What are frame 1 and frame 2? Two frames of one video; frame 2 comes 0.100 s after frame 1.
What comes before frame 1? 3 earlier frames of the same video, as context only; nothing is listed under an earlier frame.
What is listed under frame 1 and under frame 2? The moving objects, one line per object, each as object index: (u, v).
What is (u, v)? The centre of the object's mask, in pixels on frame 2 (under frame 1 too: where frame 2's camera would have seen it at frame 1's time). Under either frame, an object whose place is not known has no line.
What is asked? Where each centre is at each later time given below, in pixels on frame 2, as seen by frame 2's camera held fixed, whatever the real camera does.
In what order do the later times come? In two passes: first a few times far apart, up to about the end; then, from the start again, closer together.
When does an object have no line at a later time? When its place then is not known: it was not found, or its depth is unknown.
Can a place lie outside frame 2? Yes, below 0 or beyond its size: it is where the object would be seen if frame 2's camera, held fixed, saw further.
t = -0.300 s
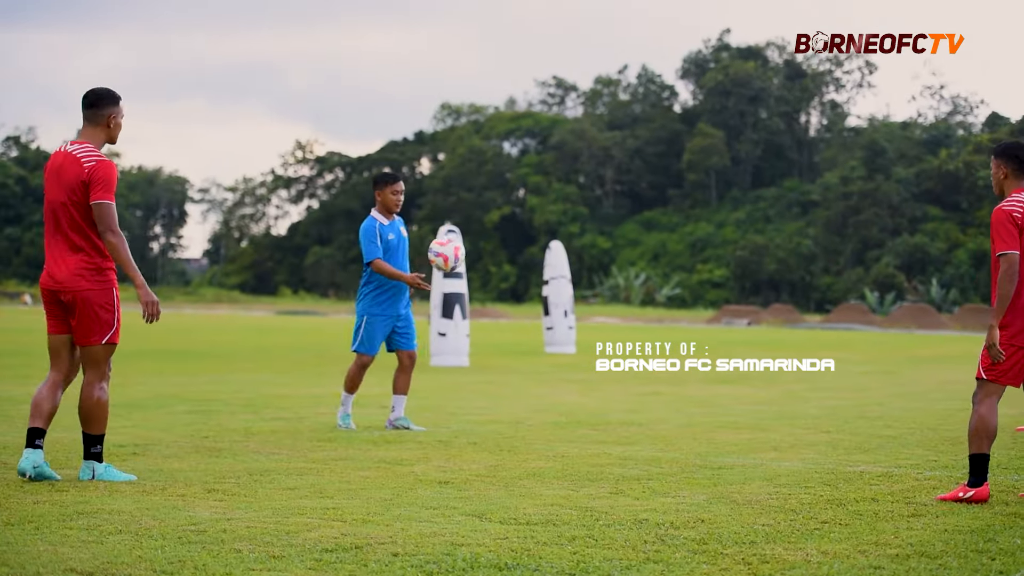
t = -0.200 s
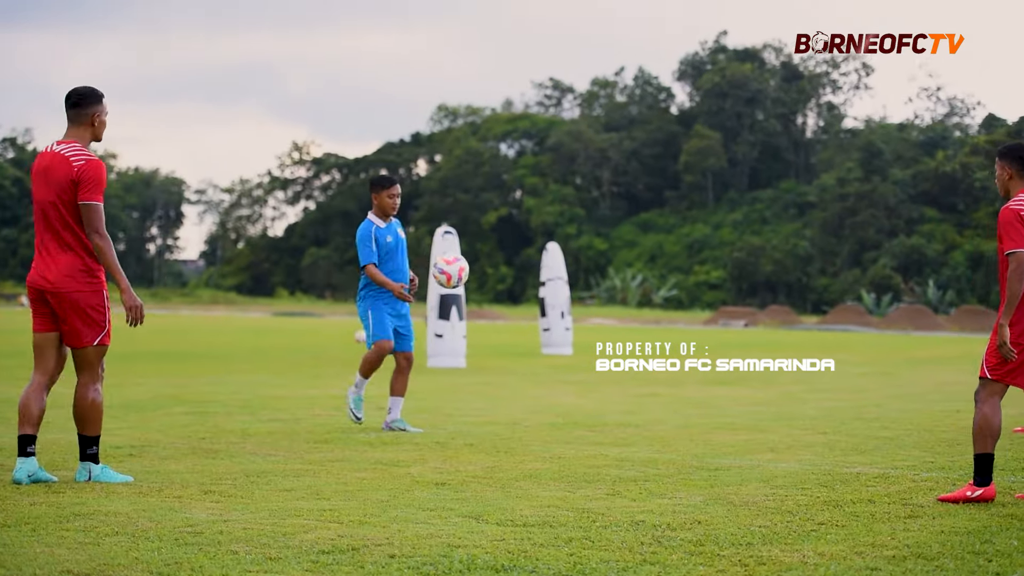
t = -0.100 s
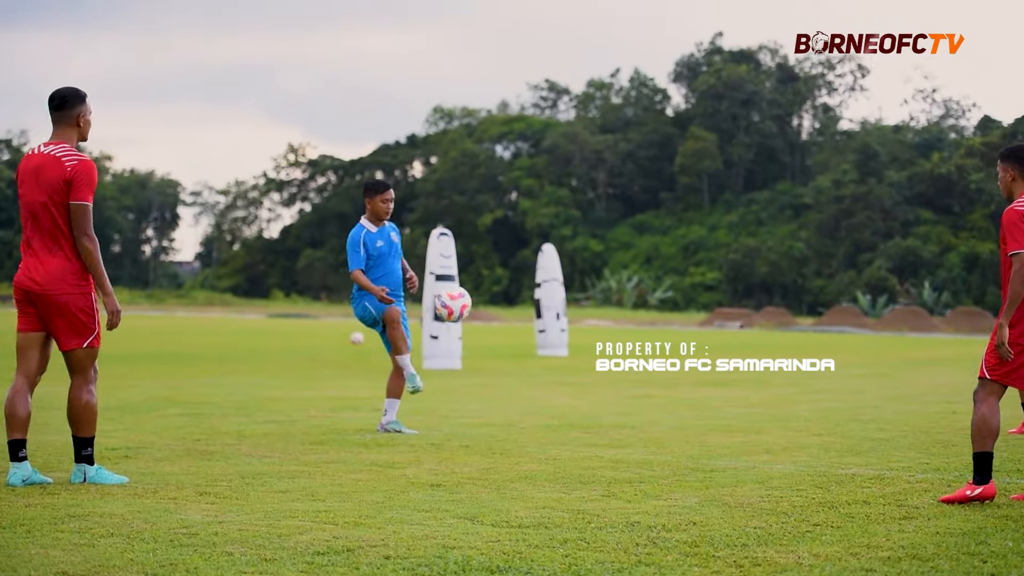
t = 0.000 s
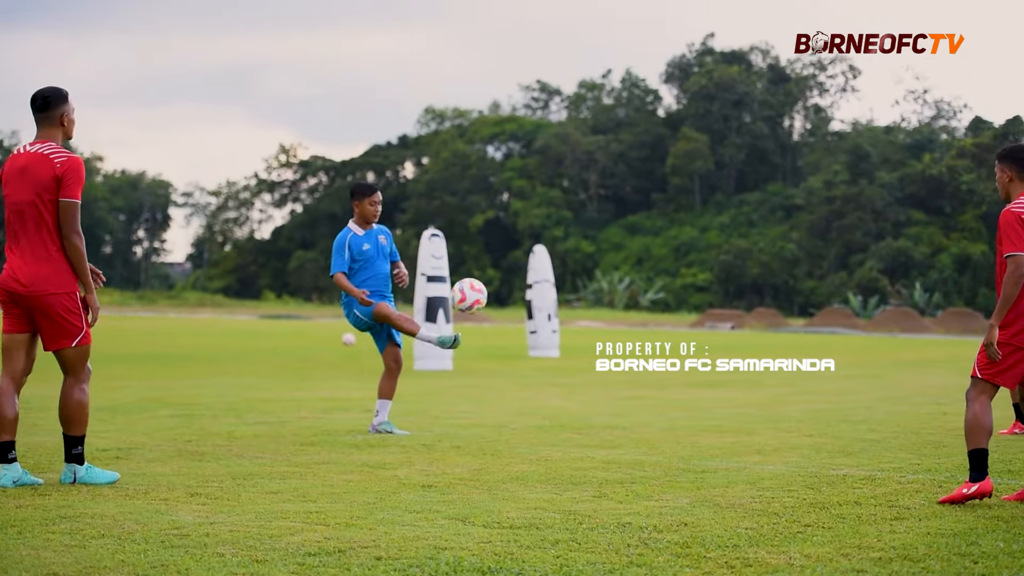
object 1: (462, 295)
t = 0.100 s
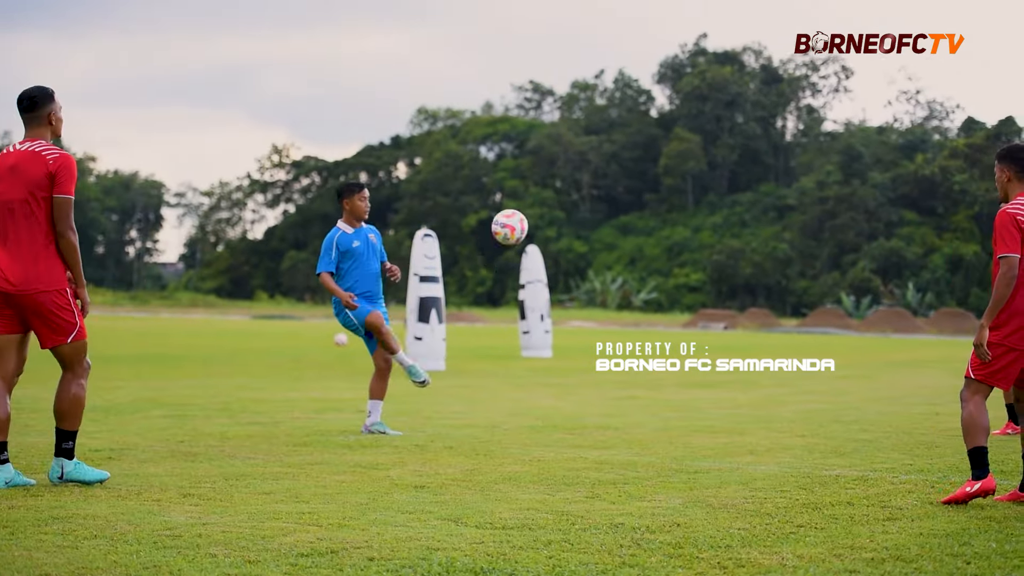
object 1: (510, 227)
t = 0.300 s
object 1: (599, 144)
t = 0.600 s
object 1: (719, 127)
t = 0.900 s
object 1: (825, 240)
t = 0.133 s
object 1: (525, 208)
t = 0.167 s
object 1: (541, 191)
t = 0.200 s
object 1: (556, 176)
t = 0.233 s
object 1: (570, 164)
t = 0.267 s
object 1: (585, 153)
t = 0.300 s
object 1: (599, 144)
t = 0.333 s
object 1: (612, 137)
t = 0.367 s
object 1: (627, 130)
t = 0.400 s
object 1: (641, 124)
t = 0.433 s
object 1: (654, 121)
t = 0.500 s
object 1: (680, 118)
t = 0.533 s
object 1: (694, 119)
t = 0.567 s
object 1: (706, 123)
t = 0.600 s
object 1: (719, 127)
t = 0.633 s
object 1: (732, 134)
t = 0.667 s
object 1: (744, 142)
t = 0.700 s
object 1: (756, 151)
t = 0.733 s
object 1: (768, 162)
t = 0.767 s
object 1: (780, 174)
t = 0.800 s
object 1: (792, 189)
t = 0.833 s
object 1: (803, 204)
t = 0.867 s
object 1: (813, 221)
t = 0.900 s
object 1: (825, 240)
